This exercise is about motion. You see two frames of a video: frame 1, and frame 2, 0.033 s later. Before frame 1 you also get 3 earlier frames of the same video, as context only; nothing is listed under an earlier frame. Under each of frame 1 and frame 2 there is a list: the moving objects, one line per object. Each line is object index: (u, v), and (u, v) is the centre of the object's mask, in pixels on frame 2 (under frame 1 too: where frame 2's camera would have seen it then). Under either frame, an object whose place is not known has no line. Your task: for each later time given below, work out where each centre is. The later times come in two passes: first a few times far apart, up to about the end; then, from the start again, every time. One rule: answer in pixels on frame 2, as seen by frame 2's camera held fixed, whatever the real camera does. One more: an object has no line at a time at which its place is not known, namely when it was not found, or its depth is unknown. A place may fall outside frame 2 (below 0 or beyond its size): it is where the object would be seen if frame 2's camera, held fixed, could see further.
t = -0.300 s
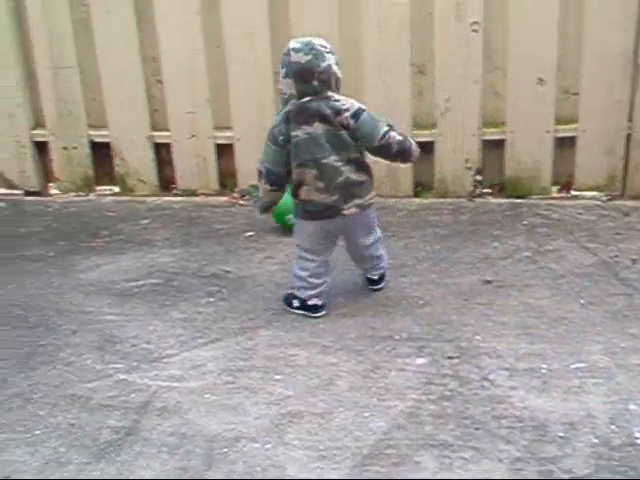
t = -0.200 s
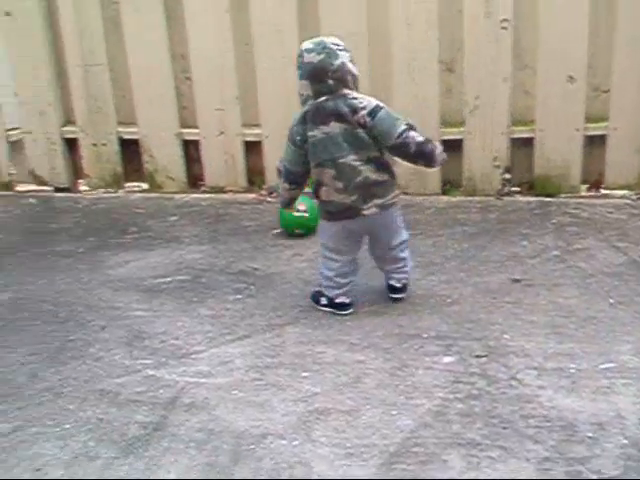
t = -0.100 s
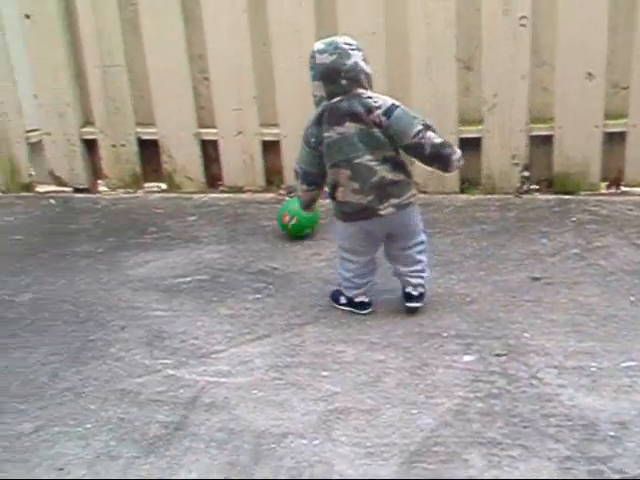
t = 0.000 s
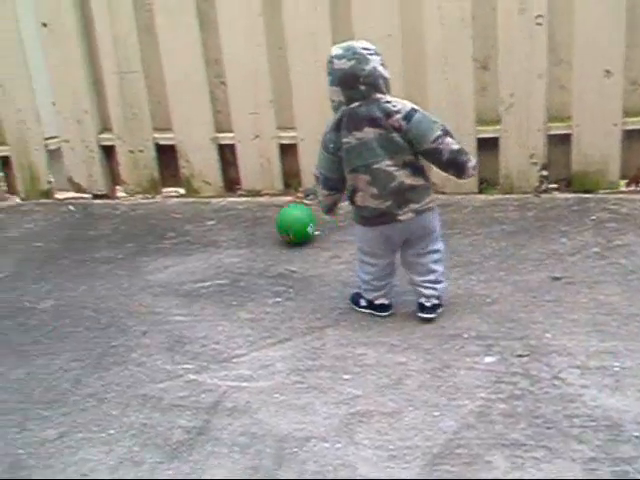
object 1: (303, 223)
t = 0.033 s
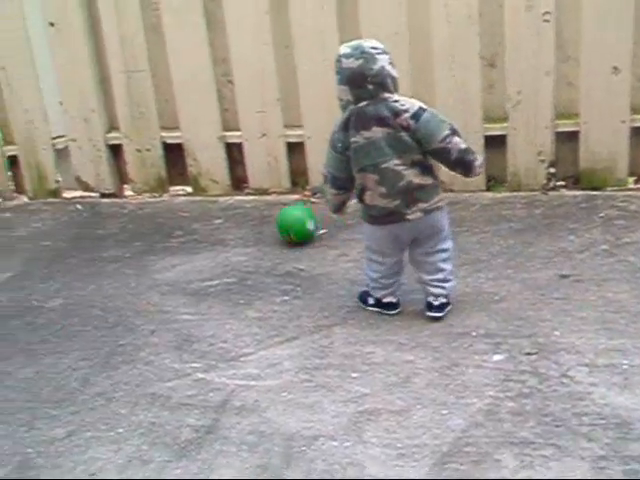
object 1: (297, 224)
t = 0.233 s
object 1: (251, 231)
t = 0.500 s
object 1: (197, 237)
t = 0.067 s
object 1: (289, 225)
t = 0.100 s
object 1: (282, 226)
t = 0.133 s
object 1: (274, 227)
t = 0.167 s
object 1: (266, 229)
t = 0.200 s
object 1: (259, 231)
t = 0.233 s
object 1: (251, 231)
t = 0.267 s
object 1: (243, 232)
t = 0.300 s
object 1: (236, 233)
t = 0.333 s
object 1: (229, 234)
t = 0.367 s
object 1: (222, 235)
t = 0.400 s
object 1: (215, 236)
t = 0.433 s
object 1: (209, 236)
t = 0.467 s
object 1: (203, 236)
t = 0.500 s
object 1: (197, 237)
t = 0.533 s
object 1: (190, 237)
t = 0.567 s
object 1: (184, 238)
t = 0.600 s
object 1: (177, 239)
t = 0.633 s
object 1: (170, 240)
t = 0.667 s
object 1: (164, 240)
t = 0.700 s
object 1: (157, 240)
